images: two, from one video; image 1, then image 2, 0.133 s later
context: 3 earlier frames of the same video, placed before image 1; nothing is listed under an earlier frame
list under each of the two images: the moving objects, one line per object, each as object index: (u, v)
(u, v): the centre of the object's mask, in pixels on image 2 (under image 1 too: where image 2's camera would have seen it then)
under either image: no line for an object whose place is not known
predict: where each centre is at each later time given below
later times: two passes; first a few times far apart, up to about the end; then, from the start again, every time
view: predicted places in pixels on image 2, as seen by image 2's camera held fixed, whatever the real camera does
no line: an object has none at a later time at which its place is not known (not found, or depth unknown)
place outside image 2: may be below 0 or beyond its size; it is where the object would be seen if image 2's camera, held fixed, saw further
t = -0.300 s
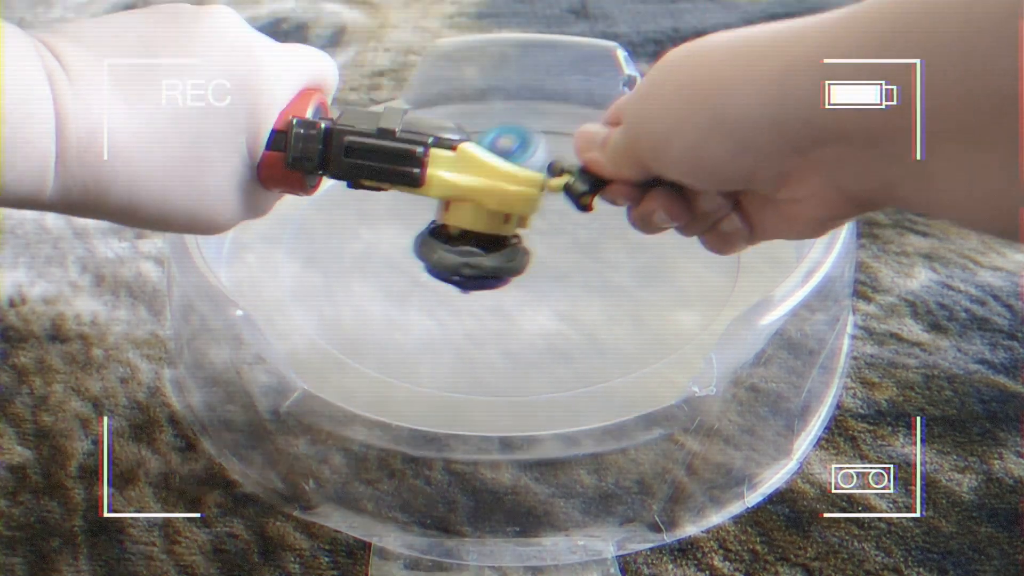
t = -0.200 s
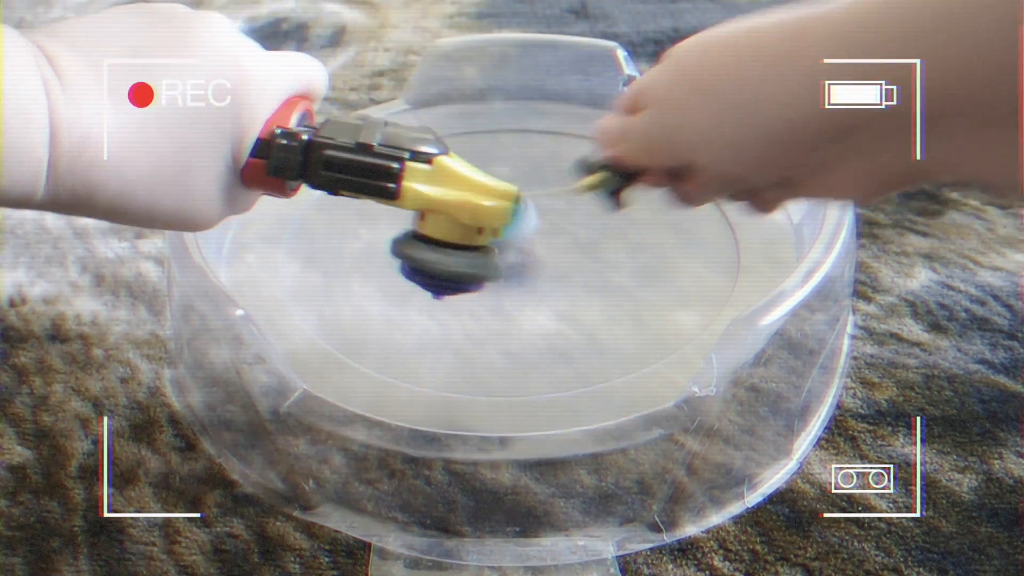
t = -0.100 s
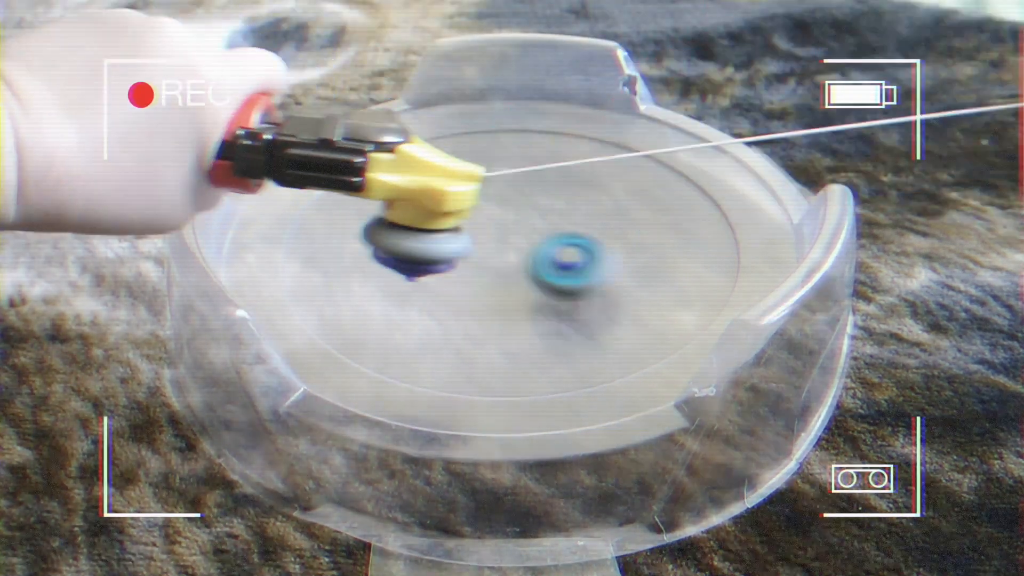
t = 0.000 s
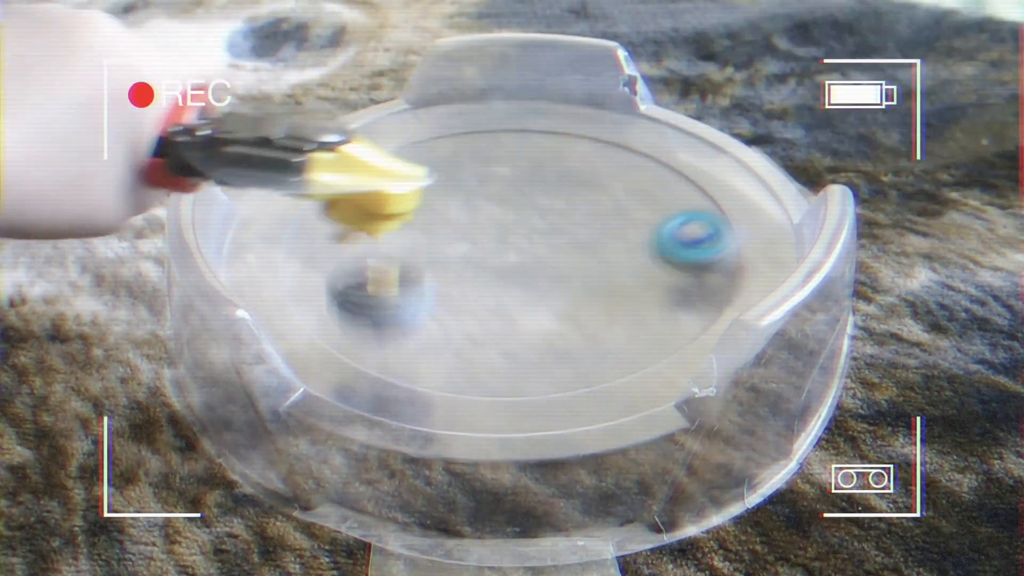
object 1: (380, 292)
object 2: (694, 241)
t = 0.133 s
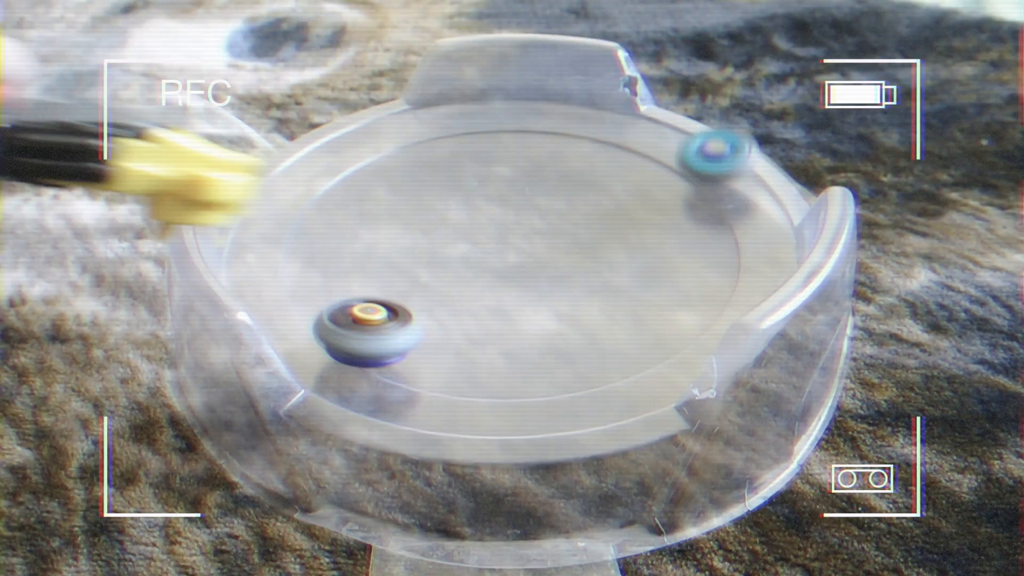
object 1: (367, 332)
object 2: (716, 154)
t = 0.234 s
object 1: (347, 312)
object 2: (672, 114)
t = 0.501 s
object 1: (320, 251)
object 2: (511, 224)
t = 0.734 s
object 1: (326, 217)
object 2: (726, 270)
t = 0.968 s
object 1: (337, 209)
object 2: (677, 173)
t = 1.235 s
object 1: (360, 248)
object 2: (467, 255)
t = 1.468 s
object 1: (510, 227)
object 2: (675, 322)
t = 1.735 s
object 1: (525, 99)
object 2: (599, 173)
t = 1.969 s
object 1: (412, 136)
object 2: (332, 261)
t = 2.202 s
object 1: (383, 249)
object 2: (607, 348)
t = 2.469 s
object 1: (691, 222)
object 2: (645, 142)
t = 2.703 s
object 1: (646, 95)
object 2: (340, 163)
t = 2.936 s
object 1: (585, 168)
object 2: (413, 326)
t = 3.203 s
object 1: (586, 204)
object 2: (660, 171)
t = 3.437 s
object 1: (590, 168)
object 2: (446, 114)
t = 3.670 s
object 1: (463, 249)
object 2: (347, 264)
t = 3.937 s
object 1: (745, 240)
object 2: (681, 314)
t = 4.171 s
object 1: (613, 98)
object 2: (674, 167)
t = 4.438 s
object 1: (326, 212)
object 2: (415, 141)
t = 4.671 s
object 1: (469, 379)
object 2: (311, 274)
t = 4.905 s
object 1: (672, 256)
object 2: (618, 323)
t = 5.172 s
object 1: (446, 118)
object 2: (633, 138)
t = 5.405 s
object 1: (248, 155)
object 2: (369, 149)
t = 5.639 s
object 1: (154, 225)
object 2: (391, 296)
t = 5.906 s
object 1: (151, 227)
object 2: (677, 209)
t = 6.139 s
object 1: (151, 227)
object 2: (532, 104)
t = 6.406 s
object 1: (153, 225)
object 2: (383, 206)
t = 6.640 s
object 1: (154, 224)
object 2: (593, 292)
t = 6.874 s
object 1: (154, 224)
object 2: (673, 152)
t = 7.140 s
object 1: (155, 223)
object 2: (447, 158)
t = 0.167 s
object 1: (359, 326)
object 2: (721, 136)
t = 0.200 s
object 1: (353, 320)
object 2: (703, 120)
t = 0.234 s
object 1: (347, 312)
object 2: (672, 114)
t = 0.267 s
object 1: (340, 305)
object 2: (650, 110)
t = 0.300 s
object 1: (334, 297)
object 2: (624, 111)
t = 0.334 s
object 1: (330, 288)
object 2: (606, 122)
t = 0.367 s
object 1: (326, 281)
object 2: (585, 138)
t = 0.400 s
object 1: (324, 272)
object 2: (562, 157)
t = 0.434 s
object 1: (322, 265)
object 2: (539, 178)
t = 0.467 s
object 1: (321, 258)
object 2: (522, 198)
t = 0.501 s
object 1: (320, 251)
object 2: (511, 224)
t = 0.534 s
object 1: (320, 244)
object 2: (513, 248)
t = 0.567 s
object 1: (321, 239)
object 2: (526, 271)
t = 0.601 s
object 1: (321, 234)
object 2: (553, 287)
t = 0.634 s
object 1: (323, 229)
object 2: (588, 298)
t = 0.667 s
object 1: (324, 225)
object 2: (636, 299)
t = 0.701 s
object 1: (325, 221)
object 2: (688, 291)
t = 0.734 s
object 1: (326, 217)
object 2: (726, 270)
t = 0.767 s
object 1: (328, 215)
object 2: (741, 246)
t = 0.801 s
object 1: (329, 213)
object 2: (753, 230)
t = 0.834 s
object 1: (330, 211)
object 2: (749, 216)
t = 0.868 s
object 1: (332, 210)
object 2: (740, 203)
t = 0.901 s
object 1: (334, 209)
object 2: (726, 189)
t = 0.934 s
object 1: (335, 208)
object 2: (706, 180)
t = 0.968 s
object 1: (337, 209)
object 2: (677, 173)
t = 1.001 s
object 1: (339, 209)
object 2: (647, 171)
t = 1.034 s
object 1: (340, 211)
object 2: (610, 172)
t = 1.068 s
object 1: (343, 214)
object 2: (570, 178)
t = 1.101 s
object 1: (350, 221)
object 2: (529, 189)
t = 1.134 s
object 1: (367, 229)
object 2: (491, 202)
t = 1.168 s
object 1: (384, 233)
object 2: (465, 223)
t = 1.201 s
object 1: (371, 234)
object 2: (467, 235)
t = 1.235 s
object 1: (360, 248)
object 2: (467, 255)
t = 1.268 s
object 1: (362, 255)
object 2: (470, 275)
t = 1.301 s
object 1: (376, 261)
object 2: (480, 299)
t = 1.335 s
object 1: (399, 264)
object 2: (500, 318)
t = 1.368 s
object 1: (428, 263)
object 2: (537, 331)
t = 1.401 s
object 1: (457, 257)
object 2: (587, 337)
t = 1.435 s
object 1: (485, 245)
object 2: (634, 333)
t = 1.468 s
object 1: (510, 227)
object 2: (675, 322)
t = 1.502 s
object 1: (527, 209)
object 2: (704, 297)
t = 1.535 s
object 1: (539, 189)
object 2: (722, 270)
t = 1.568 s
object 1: (547, 171)
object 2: (725, 245)
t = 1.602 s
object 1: (551, 152)
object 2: (720, 224)
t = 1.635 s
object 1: (549, 133)
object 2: (701, 205)
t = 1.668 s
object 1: (544, 117)
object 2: (672, 190)
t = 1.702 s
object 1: (535, 103)
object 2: (639, 181)
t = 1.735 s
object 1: (525, 99)
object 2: (599, 173)
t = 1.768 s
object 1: (513, 103)
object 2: (552, 172)
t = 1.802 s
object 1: (499, 106)
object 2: (507, 175)
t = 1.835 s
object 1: (483, 111)
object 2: (465, 180)
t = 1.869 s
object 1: (467, 118)
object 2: (424, 193)
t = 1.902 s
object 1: (449, 125)
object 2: (385, 209)
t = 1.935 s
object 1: (430, 130)
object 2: (352, 235)
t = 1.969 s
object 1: (412, 136)
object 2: (332, 261)
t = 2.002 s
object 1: (391, 141)
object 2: (324, 289)
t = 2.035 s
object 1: (368, 149)
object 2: (330, 318)
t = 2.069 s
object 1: (352, 162)
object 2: (374, 337)
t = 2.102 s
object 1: (343, 178)
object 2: (443, 361)
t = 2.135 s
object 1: (344, 199)
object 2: (506, 364)
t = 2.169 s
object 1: (355, 221)
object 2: (561, 360)
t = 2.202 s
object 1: (383, 249)
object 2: (607, 348)
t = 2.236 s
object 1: (426, 270)
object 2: (643, 329)
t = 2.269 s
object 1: (478, 284)
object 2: (669, 306)
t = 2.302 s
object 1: (532, 289)
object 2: (681, 280)
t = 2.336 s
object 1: (590, 283)
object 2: (682, 254)
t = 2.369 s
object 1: (626, 270)
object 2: (689, 221)
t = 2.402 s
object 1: (654, 259)
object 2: (686, 192)
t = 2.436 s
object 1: (675, 242)
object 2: (672, 166)
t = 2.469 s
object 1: (691, 222)
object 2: (645, 142)
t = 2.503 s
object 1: (703, 202)
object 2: (614, 126)
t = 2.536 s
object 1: (709, 178)
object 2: (568, 118)
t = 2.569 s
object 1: (699, 154)
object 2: (519, 113)
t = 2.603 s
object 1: (690, 132)
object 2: (468, 119)
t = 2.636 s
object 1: (681, 110)
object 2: (421, 127)
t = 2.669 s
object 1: (660, 96)
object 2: (377, 141)
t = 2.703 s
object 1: (646, 95)
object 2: (340, 163)
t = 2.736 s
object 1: (638, 108)
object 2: (313, 184)
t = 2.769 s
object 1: (631, 119)
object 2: (294, 212)
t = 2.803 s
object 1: (622, 132)
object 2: (291, 241)
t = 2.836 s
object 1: (614, 143)
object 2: (298, 267)
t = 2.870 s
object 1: (605, 152)
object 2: (324, 292)
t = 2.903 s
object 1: (595, 161)
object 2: (361, 311)
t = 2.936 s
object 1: (585, 168)
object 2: (413, 326)
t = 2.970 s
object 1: (575, 174)
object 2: (471, 332)
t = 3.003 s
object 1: (567, 178)
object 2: (531, 327)
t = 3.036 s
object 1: (561, 183)
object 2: (587, 311)
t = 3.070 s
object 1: (560, 187)
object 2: (629, 288)
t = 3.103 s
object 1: (562, 193)
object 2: (657, 259)
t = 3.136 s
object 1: (568, 198)
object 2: (670, 229)
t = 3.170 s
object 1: (575, 202)
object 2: (671, 201)
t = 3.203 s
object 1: (586, 204)
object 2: (660, 171)
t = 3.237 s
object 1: (596, 204)
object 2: (640, 144)
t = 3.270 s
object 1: (605, 201)
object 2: (612, 125)
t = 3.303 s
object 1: (613, 196)
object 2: (575, 113)
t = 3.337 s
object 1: (618, 188)
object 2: (545, 103)
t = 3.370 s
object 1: (615, 180)
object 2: (511, 105)
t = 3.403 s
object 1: (607, 173)
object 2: (478, 109)
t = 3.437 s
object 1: (590, 168)
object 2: (446, 114)
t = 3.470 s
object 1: (569, 168)
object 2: (413, 126)
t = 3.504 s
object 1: (544, 174)
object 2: (382, 144)
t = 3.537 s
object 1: (520, 183)
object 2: (357, 162)
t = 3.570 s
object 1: (498, 196)
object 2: (341, 184)
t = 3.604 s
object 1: (481, 212)
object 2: (331, 208)
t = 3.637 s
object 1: (468, 230)
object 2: (332, 235)
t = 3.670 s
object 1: (463, 249)
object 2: (347, 264)
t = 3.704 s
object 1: (467, 268)
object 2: (384, 293)
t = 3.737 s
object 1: (490, 281)
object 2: (414, 317)
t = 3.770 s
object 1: (527, 294)
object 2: (449, 334)
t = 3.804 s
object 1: (573, 300)
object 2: (491, 350)
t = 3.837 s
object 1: (625, 297)
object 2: (544, 354)
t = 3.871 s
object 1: (676, 285)
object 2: (596, 348)
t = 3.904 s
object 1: (722, 267)
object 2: (642, 334)
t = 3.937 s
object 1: (745, 240)
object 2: (681, 314)
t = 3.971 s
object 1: (760, 220)
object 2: (713, 291)
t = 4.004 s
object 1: (752, 199)
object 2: (733, 268)
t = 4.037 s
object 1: (731, 178)
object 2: (735, 240)
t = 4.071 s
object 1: (709, 159)
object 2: (727, 213)
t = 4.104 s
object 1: (678, 136)
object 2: (714, 197)
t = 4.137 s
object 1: (646, 113)
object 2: (697, 182)
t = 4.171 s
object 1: (613, 98)
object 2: (674, 167)
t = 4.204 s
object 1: (575, 98)
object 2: (648, 151)
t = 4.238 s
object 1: (532, 112)
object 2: (619, 140)
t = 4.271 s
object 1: (494, 122)
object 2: (586, 132)
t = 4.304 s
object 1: (455, 134)
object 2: (551, 125)
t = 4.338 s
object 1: (420, 148)
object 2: (516, 125)
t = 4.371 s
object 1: (386, 166)
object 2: (482, 127)
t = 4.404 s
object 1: (353, 187)
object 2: (447, 132)
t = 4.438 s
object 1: (326, 212)
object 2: (415, 141)
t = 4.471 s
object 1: (304, 239)
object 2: (385, 152)
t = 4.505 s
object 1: (289, 268)
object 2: (357, 166)
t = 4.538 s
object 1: (299, 293)
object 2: (332, 184)
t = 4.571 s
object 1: (317, 325)
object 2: (314, 203)
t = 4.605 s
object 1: (361, 346)
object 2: (305, 225)
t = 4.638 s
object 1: (411, 365)
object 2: (301, 248)
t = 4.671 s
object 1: (469, 379)
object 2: (311, 274)
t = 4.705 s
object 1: (535, 384)
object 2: (330, 296)
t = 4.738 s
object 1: (597, 376)
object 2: (362, 318)
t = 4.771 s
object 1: (647, 358)
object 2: (405, 335)
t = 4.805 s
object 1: (659, 333)
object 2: (457, 342)
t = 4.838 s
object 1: (668, 313)
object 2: (515, 347)
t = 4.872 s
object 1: (674, 282)
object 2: (569, 339)
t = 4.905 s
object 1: (672, 256)
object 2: (618, 323)
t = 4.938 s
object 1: (659, 228)
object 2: (653, 298)
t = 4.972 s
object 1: (639, 205)
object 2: (678, 272)
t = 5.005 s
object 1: (613, 181)
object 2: (694, 244)
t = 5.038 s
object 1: (583, 163)
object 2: (696, 220)
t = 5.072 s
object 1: (552, 146)
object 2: (689, 197)
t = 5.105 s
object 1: (518, 134)
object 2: (674, 173)
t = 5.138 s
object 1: (481, 124)
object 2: (655, 155)
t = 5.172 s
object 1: (446, 118)
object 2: (633, 138)
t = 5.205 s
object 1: (414, 119)
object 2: (604, 124)
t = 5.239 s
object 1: (382, 123)
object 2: (563, 118)
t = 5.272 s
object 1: (353, 127)
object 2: (523, 116)
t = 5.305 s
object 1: (315, 129)
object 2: (479, 117)
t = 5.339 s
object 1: (291, 134)
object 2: (438, 126)
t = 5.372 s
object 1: (267, 146)
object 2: (401, 134)
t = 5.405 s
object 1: (248, 155)
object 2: (369, 149)
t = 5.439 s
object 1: (232, 160)
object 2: (346, 163)
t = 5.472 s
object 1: (225, 163)
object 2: (331, 181)
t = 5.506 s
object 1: (216, 167)
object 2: (323, 202)
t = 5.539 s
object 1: (198, 168)
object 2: (323, 225)
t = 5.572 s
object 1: (182, 176)
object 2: (333, 249)
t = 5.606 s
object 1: (158, 215)
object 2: (358, 275)
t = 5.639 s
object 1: (154, 225)
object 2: (391, 296)
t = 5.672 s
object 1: (150, 215)
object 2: (433, 307)
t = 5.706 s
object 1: (149, 212)
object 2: (482, 313)
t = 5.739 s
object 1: (148, 223)
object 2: (534, 312)
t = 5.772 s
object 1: (149, 231)
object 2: (583, 301)
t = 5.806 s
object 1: (148, 227)
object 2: (620, 282)
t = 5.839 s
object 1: (149, 226)
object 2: (650, 260)
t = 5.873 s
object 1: (151, 227)
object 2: (668, 235)
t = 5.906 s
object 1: (151, 227)
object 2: (677, 209)
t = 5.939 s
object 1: (150, 227)
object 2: (676, 185)
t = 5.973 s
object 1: (150, 227)
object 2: (669, 162)
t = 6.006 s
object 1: (151, 227)
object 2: (651, 140)
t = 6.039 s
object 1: (151, 227)
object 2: (622, 128)
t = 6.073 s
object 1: (151, 227)
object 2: (591, 119)
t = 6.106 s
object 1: (151, 227)
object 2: (558, 110)
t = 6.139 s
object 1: (151, 227)
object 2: (532, 104)
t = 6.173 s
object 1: (152, 227)
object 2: (508, 104)
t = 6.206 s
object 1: (152, 227)
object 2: (484, 108)
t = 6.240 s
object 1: (152, 226)
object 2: (461, 115)
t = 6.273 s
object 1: (152, 226)
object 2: (437, 130)
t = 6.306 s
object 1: (152, 226)
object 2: (416, 144)
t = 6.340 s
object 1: (152, 226)
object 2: (399, 161)
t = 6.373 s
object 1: (153, 225)
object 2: (389, 182)
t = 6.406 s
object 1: (153, 225)
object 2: (383, 206)
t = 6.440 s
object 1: (154, 224)
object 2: (387, 230)
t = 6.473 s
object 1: (153, 225)
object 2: (399, 253)
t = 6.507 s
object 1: (154, 224)
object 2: (426, 274)
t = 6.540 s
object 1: (153, 225)
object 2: (460, 289)
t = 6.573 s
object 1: (153, 225)
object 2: (501, 299)
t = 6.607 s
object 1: (153, 224)
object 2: (547, 299)
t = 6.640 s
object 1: (154, 224)
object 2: (593, 292)
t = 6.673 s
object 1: (154, 224)
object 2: (630, 277)
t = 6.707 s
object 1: (154, 224)
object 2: (660, 258)
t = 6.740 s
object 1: (154, 225)
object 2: (684, 235)
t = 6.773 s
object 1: (154, 224)
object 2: (699, 215)
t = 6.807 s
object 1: (154, 224)
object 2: (703, 191)
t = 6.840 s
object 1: (154, 224)
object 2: (697, 170)
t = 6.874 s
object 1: (154, 224)
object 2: (673, 152)
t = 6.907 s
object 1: (154, 224)
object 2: (641, 140)
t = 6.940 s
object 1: (154, 225)
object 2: (612, 129)
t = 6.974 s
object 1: (154, 224)
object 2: (578, 122)
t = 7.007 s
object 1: (154, 224)
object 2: (548, 121)
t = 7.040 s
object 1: (154, 223)
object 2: (520, 123)
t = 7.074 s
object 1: (154, 224)
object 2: (493, 133)
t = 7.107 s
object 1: (154, 225)
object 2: (470, 142)
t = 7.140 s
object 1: (155, 223)
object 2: (447, 158)
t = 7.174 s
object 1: (154, 224)
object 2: (426, 175)
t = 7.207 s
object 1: (153, 224)
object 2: (412, 198)
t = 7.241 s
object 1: (154, 224)
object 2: (405, 218)
